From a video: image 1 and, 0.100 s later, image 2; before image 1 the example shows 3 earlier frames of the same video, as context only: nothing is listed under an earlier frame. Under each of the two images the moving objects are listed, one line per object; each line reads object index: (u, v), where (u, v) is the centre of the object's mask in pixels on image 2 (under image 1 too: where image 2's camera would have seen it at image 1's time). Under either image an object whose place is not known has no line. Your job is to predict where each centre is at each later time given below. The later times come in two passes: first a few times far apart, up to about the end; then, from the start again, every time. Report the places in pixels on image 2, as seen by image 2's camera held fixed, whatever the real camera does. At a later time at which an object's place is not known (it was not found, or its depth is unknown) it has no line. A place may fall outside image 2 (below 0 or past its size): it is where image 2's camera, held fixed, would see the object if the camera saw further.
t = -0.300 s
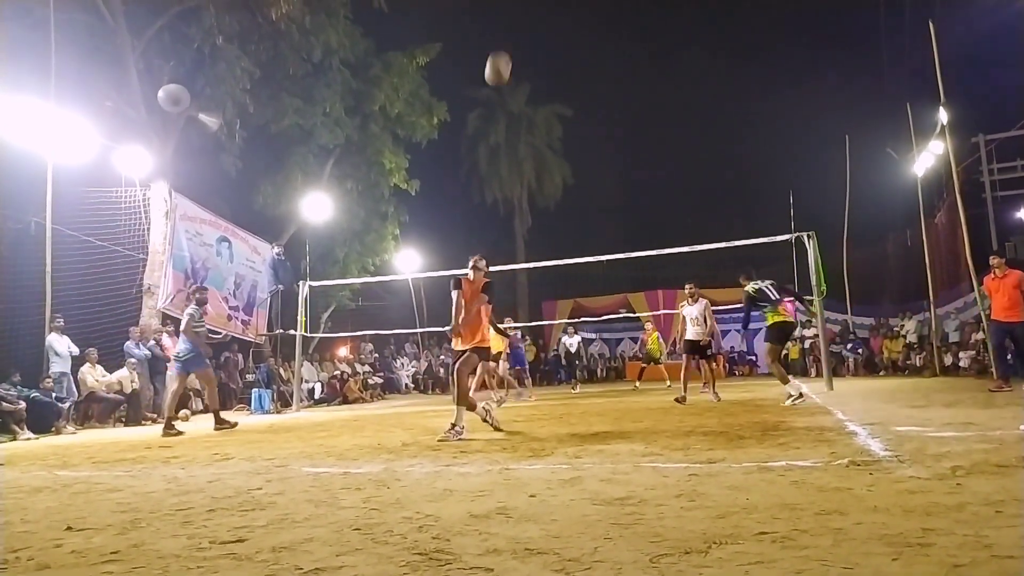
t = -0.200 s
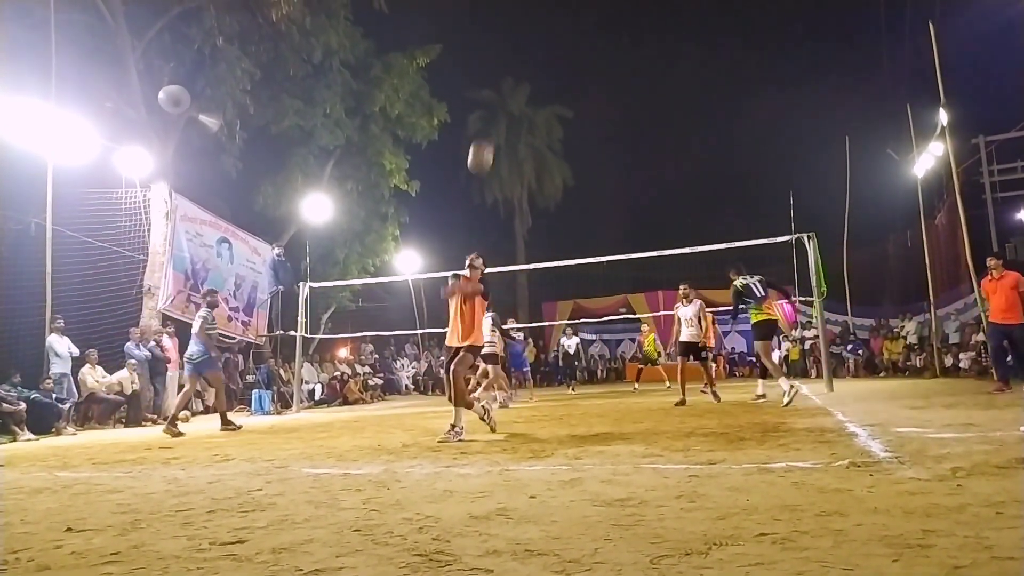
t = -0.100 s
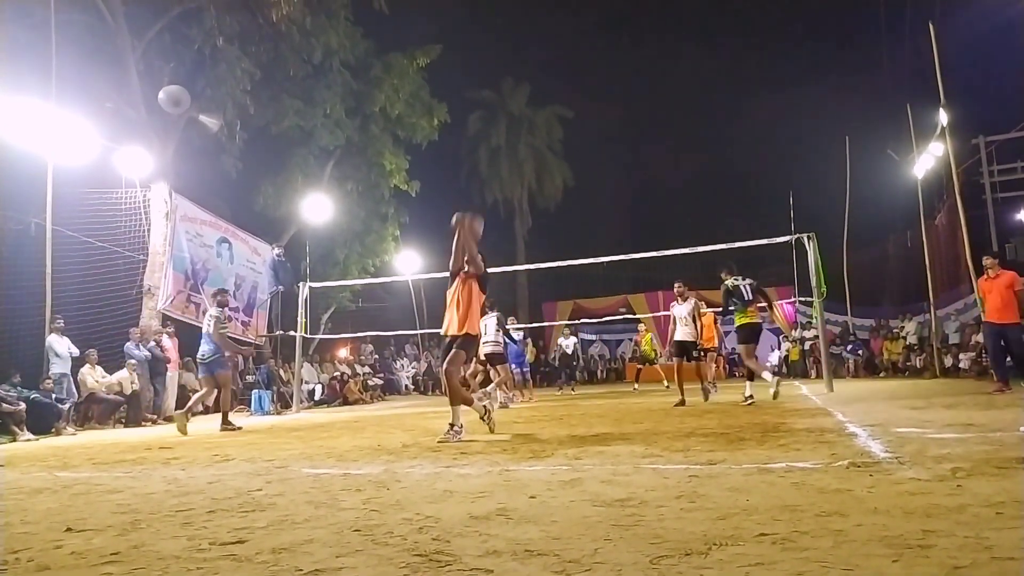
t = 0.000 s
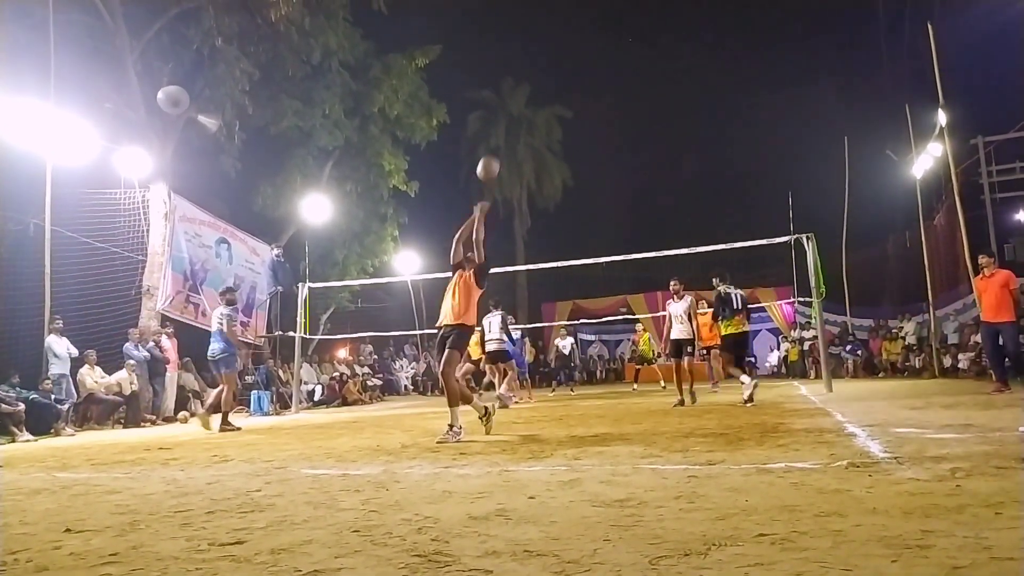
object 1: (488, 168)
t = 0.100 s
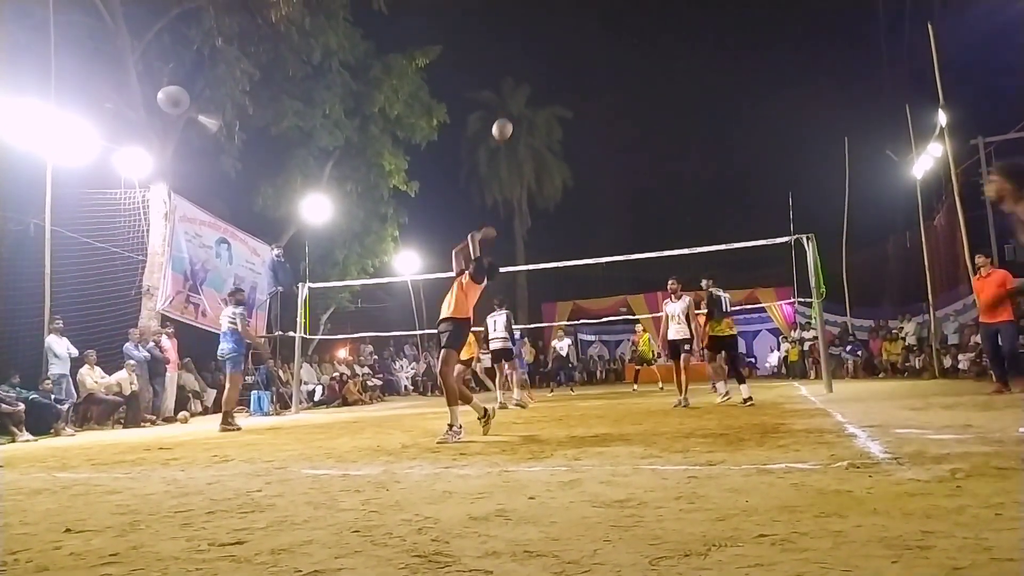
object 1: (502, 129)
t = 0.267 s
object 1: (520, 99)
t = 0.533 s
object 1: (541, 111)
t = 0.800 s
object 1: (555, 157)
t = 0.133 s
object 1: (506, 121)
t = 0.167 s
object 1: (510, 114)
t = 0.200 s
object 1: (513, 108)
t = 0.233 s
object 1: (517, 103)
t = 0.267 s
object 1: (520, 99)
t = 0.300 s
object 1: (523, 98)
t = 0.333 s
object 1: (525, 97)
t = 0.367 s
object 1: (531, 97)
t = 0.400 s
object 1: (533, 98)
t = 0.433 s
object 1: (535, 101)
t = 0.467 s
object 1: (537, 104)
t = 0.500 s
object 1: (540, 107)
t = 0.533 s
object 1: (541, 111)
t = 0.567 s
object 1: (543, 115)
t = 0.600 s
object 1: (544, 118)
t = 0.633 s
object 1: (546, 124)
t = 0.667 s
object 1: (548, 129)
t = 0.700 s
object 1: (550, 136)
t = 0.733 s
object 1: (551, 142)
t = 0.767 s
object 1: (553, 149)
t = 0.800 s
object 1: (555, 157)
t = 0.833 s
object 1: (556, 165)
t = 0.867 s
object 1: (558, 172)
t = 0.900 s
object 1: (559, 181)
